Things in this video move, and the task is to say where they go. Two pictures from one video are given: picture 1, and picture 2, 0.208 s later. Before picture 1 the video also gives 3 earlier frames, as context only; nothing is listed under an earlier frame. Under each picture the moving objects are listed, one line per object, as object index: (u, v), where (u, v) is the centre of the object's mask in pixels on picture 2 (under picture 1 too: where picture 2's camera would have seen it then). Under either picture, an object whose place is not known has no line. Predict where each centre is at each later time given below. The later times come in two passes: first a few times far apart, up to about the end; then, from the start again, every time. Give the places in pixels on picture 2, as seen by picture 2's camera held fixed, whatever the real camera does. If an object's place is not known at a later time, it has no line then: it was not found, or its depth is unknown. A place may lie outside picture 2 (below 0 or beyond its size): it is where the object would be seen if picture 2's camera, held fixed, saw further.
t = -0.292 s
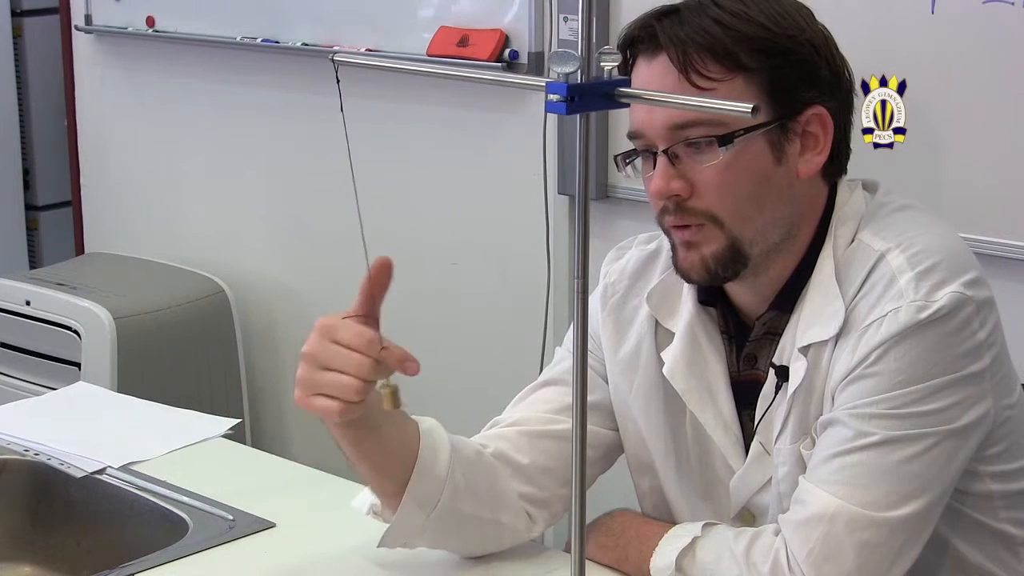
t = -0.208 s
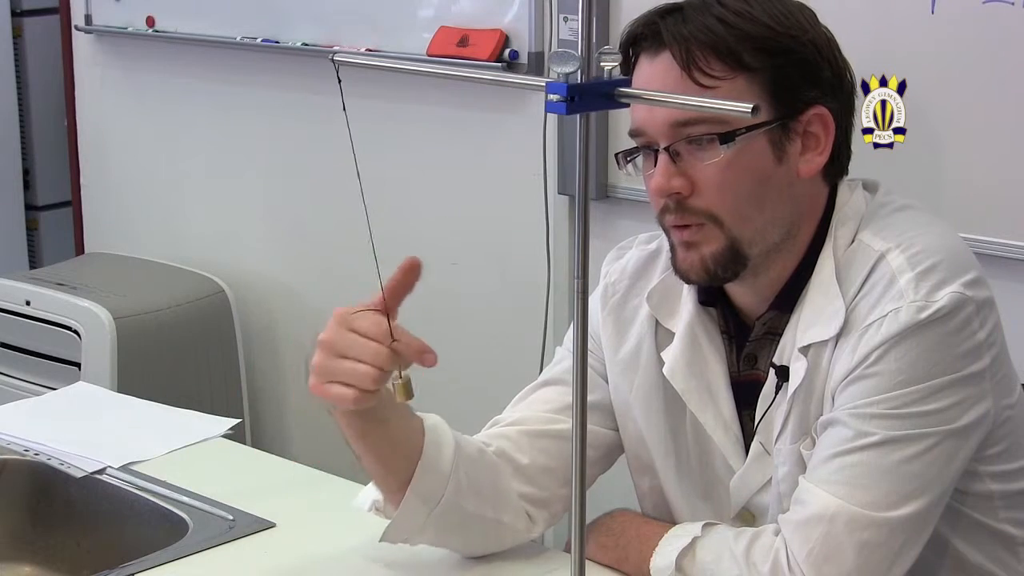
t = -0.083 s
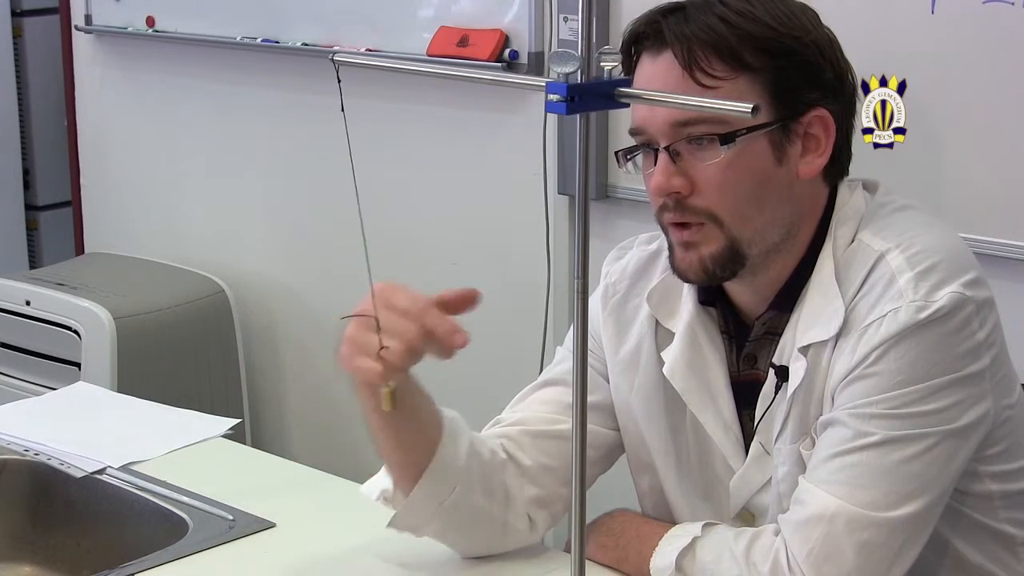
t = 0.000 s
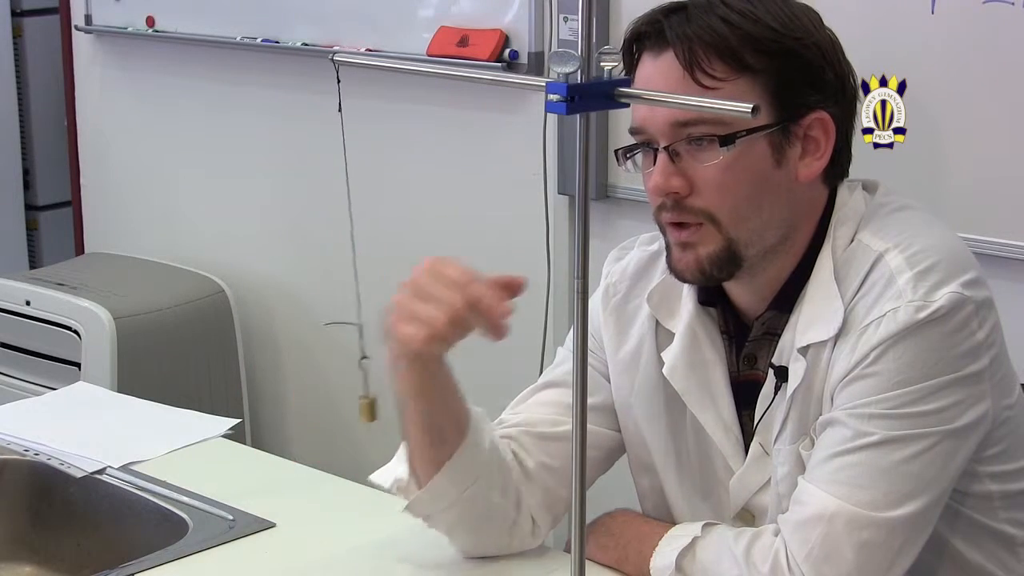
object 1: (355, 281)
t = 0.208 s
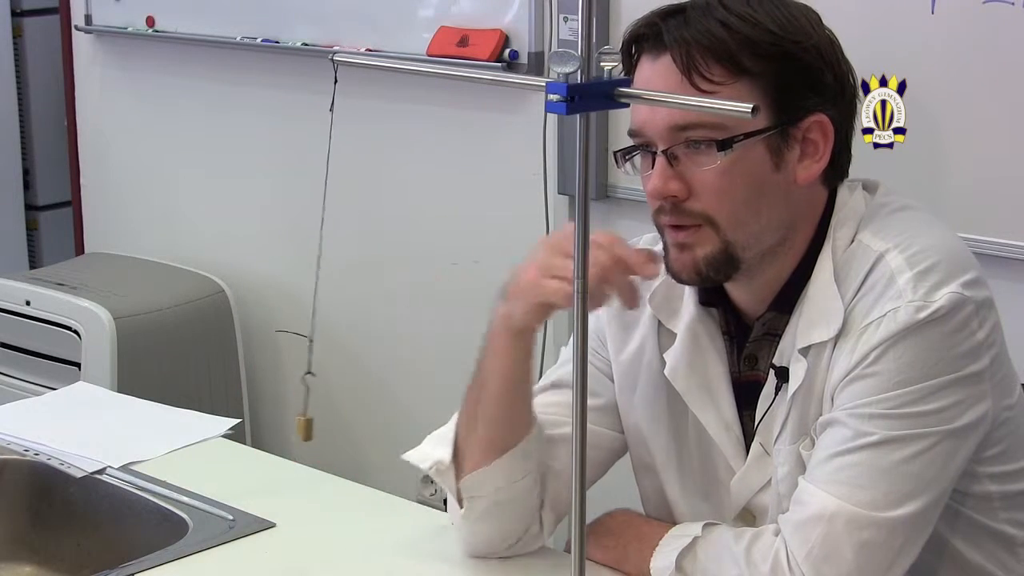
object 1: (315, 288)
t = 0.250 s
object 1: (309, 290)
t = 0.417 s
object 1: (308, 290)
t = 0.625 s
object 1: (342, 286)
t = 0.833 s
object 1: (374, 267)
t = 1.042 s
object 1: (357, 282)
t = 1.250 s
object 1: (319, 290)
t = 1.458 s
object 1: (309, 289)
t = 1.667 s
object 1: (340, 287)
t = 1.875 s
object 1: (372, 269)
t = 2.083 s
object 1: (359, 280)
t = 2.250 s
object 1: (330, 285)
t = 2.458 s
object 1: (309, 288)
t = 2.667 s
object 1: (329, 286)
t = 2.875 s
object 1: (368, 272)
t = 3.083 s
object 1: (365, 276)
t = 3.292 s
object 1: (333, 290)
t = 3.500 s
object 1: (311, 288)
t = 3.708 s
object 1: (328, 287)
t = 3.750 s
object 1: (334, 284)
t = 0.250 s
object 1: (309, 290)
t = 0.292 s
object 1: (306, 289)
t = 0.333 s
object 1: (305, 290)
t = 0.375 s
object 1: (305, 290)
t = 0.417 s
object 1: (308, 290)
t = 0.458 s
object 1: (312, 290)
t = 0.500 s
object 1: (319, 286)
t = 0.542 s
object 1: (326, 287)
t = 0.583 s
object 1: (334, 287)
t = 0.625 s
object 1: (342, 286)
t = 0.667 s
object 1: (351, 282)
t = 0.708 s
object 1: (358, 280)
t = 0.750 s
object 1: (364, 276)
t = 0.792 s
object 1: (373, 268)
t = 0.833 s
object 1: (374, 267)
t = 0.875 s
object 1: (374, 267)
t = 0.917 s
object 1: (372, 269)
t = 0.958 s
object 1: (368, 270)
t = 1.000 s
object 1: (364, 277)
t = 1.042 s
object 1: (357, 282)
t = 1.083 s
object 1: (350, 283)
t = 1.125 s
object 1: (342, 287)
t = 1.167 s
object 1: (333, 290)
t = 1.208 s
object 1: (326, 289)
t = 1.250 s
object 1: (319, 290)
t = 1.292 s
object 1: (313, 294)
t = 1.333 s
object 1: (309, 291)
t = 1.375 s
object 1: (307, 289)
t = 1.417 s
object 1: (307, 289)
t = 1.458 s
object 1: (309, 289)
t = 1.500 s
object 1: (312, 291)
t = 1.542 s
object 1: (318, 285)
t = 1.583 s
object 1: (324, 290)
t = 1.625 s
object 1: (331, 284)
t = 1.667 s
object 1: (340, 287)
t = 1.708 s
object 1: (347, 285)
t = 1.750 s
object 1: (355, 282)
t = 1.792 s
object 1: (366, 274)
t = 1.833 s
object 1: (370, 271)
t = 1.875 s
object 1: (372, 269)
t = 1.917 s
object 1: (373, 269)
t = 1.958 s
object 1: (372, 270)
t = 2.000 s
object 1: (369, 271)
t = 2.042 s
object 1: (365, 276)
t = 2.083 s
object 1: (359, 280)
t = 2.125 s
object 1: (352, 283)
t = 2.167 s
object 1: (345, 282)
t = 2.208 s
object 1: (337, 287)
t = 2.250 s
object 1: (330, 285)
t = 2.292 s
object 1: (323, 286)
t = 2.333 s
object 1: (317, 290)
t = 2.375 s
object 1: (312, 289)
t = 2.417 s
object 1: (310, 288)
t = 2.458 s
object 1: (309, 288)
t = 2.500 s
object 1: (310, 288)
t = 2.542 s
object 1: (313, 289)
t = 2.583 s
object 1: (317, 289)
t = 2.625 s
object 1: (323, 290)
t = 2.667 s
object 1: (329, 286)
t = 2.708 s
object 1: (337, 282)
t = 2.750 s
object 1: (344, 282)
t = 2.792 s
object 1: (358, 280)
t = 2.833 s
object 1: (364, 275)
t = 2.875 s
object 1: (368, 272)
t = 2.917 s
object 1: (371, 270)
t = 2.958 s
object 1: (371, 270)
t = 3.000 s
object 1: (371, 270)
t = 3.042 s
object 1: (369, 271)
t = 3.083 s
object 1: (365, 276)
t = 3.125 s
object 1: (361, 278)
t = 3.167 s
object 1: (354, 281)
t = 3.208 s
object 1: (347, 284)
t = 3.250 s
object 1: (340, 288)
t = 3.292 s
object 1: (333, 290)
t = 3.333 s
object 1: (326, 288)
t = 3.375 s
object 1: (320, 288)
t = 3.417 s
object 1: (315, 288)
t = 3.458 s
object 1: (312, 289)
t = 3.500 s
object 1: (311, 288)
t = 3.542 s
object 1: (311, 288)
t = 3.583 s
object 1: (313, 287)
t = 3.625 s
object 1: (317, 287)
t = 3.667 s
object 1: (322, 287)
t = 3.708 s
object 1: (328, 287)
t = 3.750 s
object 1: (334, 284)
